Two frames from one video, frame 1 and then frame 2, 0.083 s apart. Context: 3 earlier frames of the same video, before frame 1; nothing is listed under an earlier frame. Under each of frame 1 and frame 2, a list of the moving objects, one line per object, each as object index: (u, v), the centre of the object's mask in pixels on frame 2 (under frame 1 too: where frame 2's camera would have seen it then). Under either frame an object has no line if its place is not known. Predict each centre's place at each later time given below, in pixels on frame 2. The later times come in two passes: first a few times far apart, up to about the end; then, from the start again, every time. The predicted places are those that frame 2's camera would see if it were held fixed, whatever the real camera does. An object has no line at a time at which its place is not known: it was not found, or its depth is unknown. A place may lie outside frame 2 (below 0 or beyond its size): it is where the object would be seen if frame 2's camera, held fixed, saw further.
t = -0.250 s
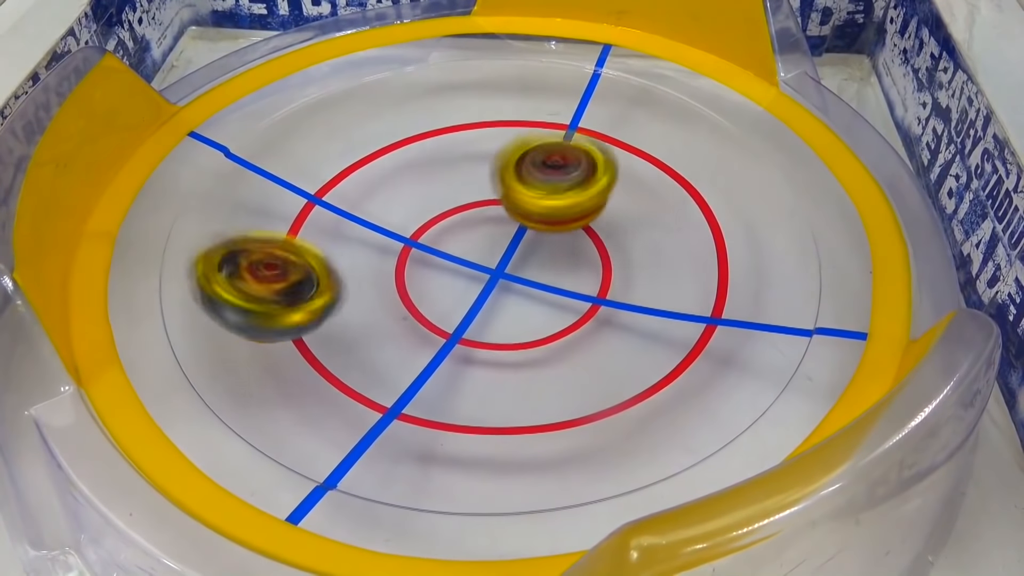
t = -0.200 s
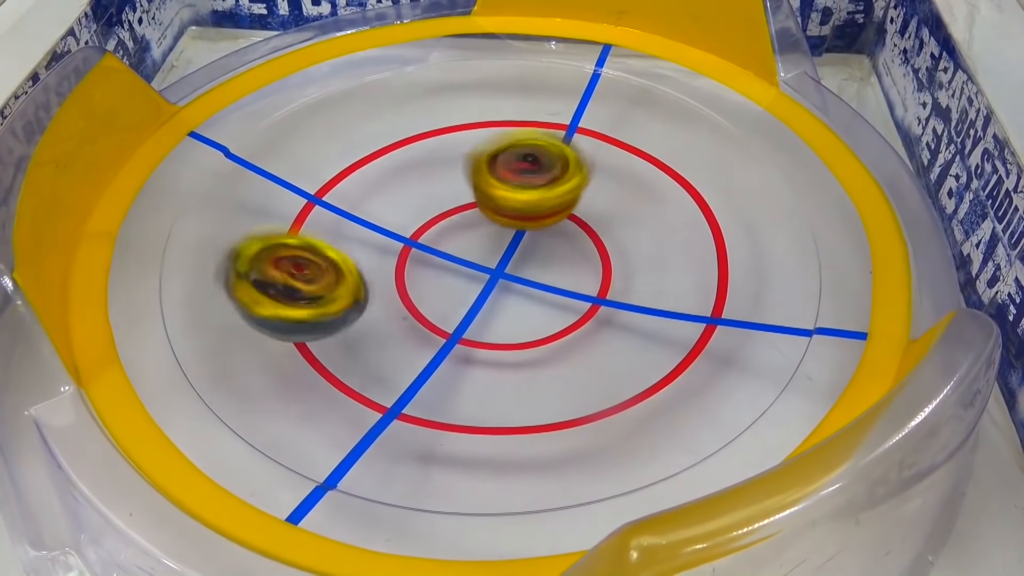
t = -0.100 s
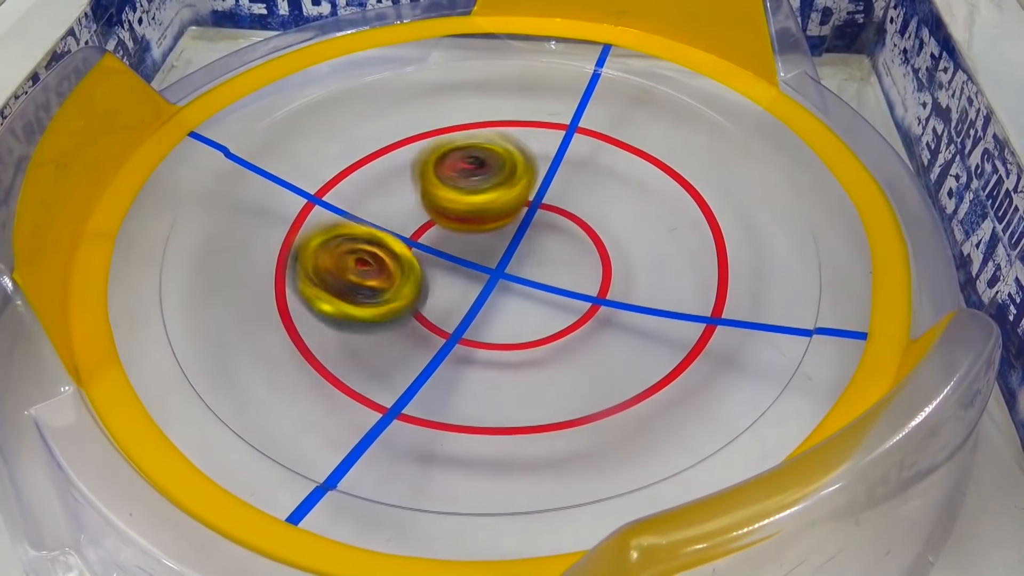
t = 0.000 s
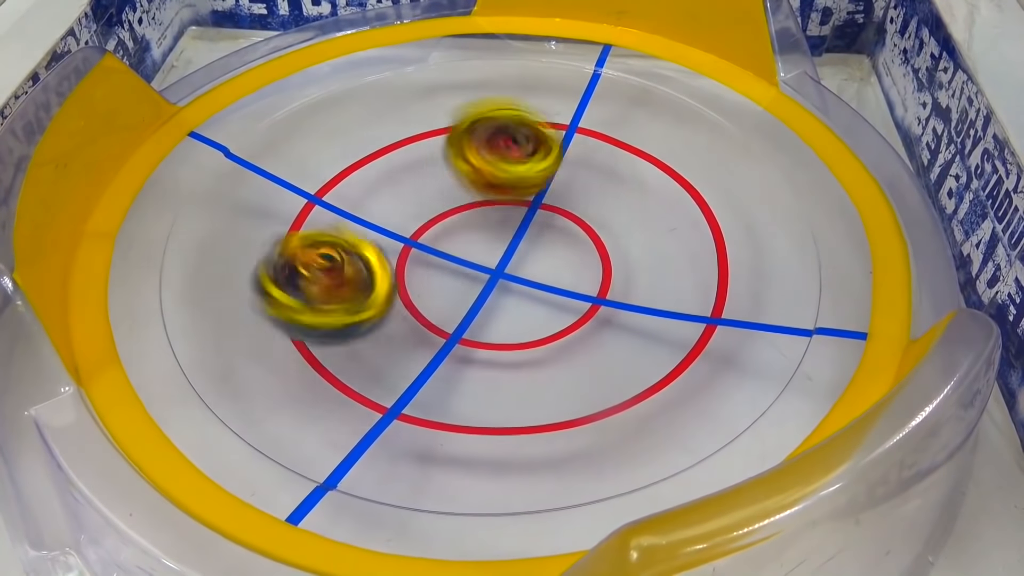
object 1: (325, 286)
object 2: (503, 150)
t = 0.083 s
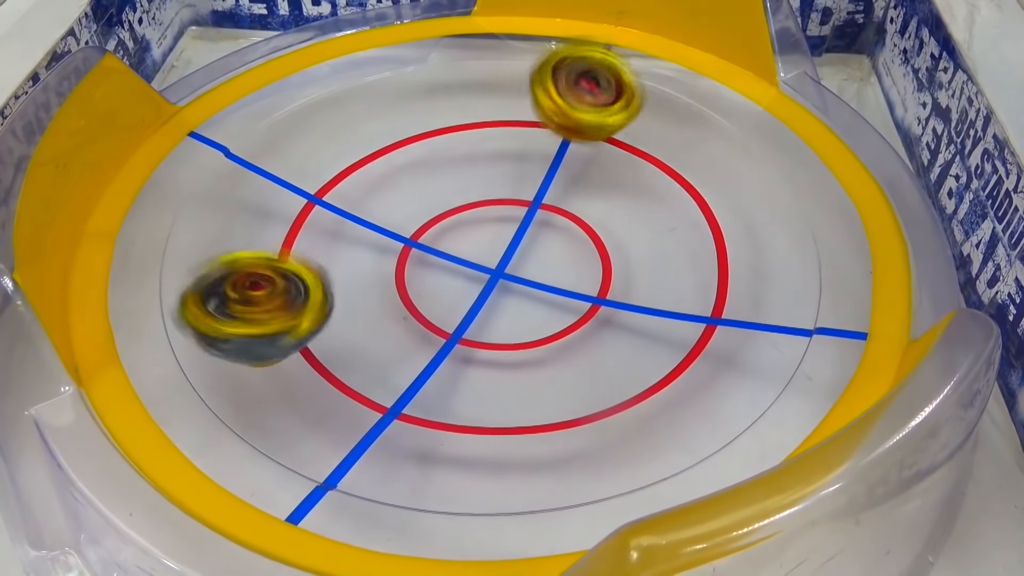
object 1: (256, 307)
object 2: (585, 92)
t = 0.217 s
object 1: (276, 309)
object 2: (630, 51)
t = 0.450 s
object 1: (406, 286)
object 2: (579, 136)
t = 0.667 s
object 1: (387, 238)
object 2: (674, 212)
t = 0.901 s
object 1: (420, 231)
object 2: (622, 278)
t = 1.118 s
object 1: (481, 175)
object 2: (469, 334)
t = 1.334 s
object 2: (360, 352)
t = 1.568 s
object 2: (420, 290)
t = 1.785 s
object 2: (403, 167)
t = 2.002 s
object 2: (349, 111)
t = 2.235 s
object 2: (409, 157)
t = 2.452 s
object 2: (514, 155)
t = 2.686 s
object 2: (482, 164)
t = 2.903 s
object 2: (462, 162)
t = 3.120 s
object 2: (500, 174)
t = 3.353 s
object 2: (510, 166)
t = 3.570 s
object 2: (469, 168)
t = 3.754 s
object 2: (463, 168)
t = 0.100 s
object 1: (253, 308)
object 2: (594, 86)
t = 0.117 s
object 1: (254, 308)
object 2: (604, 78)
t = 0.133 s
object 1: (254, 309)
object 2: (612, 71)
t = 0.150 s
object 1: (259, 308)
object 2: (619, 67)
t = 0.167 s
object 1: (263, 308)
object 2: (621, 63)
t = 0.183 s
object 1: (267, 310)
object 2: (624, 56)
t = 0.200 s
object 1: (271, 309)
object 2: (628, 55)
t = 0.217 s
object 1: (276, 309)
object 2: (630, 51)
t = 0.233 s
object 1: (281, 310)
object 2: (630, 52)
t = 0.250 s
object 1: (286, 309)
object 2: (624, 55)
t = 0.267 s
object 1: (294, 310)
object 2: (622, 61)
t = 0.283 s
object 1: (299, 309)
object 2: (619, 65)
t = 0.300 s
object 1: (305, 309)
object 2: (616, 69)
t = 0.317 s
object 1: (313, 308)
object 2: (611, 77)
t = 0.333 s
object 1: (321, 308)
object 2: (606, 81)
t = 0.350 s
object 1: (330, 306)
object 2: (604, 86)
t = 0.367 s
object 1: (342, 303)
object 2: (599, 95)
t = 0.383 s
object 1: (354, 301)
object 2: (595, 101)
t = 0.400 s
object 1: (366, 298)
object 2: (591, 110)
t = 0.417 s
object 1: (380, 293)
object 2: (586, 118)
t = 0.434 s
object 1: (394, 290)
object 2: (584, 126)
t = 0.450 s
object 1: (406, 286)
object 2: (579, 136)
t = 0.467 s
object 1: (419, 282)
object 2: (575, 145)
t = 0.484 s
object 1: (432, 276)
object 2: (570, 156)
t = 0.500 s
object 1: (446, 271)
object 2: (566, 165)
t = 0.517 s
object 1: (458, 265)
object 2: (563, 175)
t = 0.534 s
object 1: (470, 257)
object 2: (558, 186)
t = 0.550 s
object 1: (464, 253)
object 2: (564, 192)
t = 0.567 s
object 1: (445, 251)
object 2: (585, 199)
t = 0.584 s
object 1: (431, 250)
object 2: (604, 196)
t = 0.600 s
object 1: (417, 246)
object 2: (622, 197)
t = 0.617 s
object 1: (407, 244)
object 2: (641, 202)
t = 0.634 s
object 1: (398, 243)
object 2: (654, 207)
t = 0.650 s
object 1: (390, 240)
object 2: (666, 208)
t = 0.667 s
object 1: (387, 238)
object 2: (674, 212)
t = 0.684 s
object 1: (384, 236)
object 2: (680, 218)
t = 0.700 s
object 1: (384, 234)
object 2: (682, 222)
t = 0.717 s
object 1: (384, 233)
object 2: (684, 226)
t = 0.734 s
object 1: (385, 233)
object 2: (684, 232)
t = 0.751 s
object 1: (388, 233)
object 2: (682, 238)
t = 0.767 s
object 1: (391, 234)
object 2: (679, 243)
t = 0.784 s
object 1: (392, 234)
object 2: (676, 247)
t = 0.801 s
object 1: (394, 233)
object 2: (669, 255)
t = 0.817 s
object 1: (398, 233)
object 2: (664, 259)
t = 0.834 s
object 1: (402, 234)
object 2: (657, 263)
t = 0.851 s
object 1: (404, 233)
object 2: (649, 267)
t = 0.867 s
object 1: (409, 231)
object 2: (640, 273)
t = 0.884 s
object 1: (415, 230)
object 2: (631, 276)
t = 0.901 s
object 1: (420, 231)
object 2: (622, 278)
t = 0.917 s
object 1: (425, 229)
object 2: (613, 282)
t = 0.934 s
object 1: (431, 228)
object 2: (602, 285)
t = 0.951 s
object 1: (438, 226)
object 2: (592, 283)
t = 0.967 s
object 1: (444, 225)
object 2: (580, 284)
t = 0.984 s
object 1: (450, 224)
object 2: (567, 287)
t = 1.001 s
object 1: (456, 222)
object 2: (557, 288)
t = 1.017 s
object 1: (460, 211)
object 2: (547, 290)
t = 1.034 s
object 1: (464, 205)
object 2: (535, 300)
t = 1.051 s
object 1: (466, 195)
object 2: (524, 311)
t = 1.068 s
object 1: (470, 188)
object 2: (510, 313)
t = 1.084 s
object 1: (474, 183)
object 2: (498, 319)
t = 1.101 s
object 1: (477, 179)
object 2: (483, 330)
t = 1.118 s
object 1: (481, 175)
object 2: (469, 334)
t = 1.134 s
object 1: (484, 171)
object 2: (456, 332)
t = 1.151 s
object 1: (487, 168)
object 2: (441, 333)
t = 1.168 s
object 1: (490, 164)
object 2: (430, 341)
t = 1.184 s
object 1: (491, 161)
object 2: (415, 350)
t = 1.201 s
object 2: (403, 350)
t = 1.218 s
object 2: (394, 346)
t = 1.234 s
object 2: (384, 351)
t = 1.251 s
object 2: (376, 356)
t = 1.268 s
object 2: (370, 352)
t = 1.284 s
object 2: (365, 353)
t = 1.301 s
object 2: (363, 355)
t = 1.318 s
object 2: (361, 354)
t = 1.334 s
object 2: (360, 352)
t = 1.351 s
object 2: (360, 350)
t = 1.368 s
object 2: (361, 348)
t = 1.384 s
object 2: (365, 344)
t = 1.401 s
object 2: (368, 341)
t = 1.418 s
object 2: (372, 337)
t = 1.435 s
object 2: (375, 334)
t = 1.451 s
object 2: (379, 329)
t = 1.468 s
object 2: (386, 325)
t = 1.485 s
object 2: (392, 318)
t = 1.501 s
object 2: (397, 313)
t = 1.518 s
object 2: (402, 310)
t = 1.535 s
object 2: (408, 304)
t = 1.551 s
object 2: (415, 296)
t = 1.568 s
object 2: (420, 290)
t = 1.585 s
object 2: (426, 285)
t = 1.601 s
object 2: (431, 277)
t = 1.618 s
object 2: (437, 271)
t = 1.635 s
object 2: (442, 261)
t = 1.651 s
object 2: (441, 250)
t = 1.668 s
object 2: (439, 239)
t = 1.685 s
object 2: (437, 231)
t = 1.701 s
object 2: (435, 225)
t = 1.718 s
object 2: (432, 216)
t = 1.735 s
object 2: (425, 203)
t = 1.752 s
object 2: (417, 191)
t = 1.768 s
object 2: (410, 182)
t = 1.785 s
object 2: (403, 167)
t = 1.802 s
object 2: (396, 157)
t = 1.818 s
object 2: (389, 150)
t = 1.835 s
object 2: (382, 143)
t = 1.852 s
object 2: (376, 135)
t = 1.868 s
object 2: (372, 128)
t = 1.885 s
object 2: (366, 122)
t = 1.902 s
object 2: (362, 117)
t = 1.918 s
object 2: (358, 114)
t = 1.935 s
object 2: (356, 112)
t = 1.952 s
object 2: (354, 110)
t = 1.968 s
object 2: (351, 108)
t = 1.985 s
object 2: (349, 110)
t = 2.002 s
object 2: (349, 111)
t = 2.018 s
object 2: (350, 112)
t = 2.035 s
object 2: (352, 114)
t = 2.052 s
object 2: (354, 115)
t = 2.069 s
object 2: (357, 117)
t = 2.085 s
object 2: (360, 120)
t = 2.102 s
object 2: (364, 124)
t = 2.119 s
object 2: (368, 128)
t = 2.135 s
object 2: (373, 133)
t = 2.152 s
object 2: (378, 138)
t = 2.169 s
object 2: (383, 143)
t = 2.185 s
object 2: (388, 148)
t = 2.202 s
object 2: (394, 153)
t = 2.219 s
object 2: (401, 156)
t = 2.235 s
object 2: (409, 157)
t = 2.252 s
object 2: (418, 159)
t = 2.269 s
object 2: (429, 160)
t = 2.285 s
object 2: (440, 160)
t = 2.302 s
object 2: (452, 160)
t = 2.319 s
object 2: (460, 162)
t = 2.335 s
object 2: (469, 163)
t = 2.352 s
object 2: (477, 164)
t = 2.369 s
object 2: (485, 164)
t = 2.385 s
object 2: (493, 162)
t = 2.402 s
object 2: (500, 161)
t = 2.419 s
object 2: (505, 159)
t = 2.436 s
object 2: (510, 157)
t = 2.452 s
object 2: (514, 155)
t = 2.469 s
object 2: (516, 154)
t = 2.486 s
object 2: (516, 153)
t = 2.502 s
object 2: (516, 154)
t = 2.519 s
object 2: (515, 155)
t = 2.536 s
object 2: (515, 158)
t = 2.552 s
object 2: (514, 161)
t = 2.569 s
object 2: (511, 163)
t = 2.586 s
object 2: (508, 165)
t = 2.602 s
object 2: (504, 167)
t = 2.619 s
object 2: (500, 169)
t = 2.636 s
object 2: (496, 170)
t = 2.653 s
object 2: (491, 168)
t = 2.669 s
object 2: (487, 167)
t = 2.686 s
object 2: (482, 164)
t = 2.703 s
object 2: (478, 162)
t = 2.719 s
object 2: (474, 161)
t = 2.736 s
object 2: (470, 160)
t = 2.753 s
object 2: (466, 160)
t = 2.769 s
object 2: (464, 159)
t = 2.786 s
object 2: (463, 158)
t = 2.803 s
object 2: (462, 158)
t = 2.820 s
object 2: (461, 158)
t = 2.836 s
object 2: (461, 159)
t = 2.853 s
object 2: (461, 159)
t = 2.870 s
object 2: (461, 159)
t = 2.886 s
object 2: (461, 161)
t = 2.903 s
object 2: (462, 162)
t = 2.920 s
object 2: (463, 164)
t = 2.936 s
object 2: (464, 164)
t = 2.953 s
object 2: (465, 167)
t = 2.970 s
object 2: (467, 168)
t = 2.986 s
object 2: (470, 169)
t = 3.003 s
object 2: (473, 169)
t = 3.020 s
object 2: (475, 170)
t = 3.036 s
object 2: (479, 171)
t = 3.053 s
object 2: (483, 173)
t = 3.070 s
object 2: (487, 174)
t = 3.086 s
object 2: (492, 175)
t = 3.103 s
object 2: (496, 175)
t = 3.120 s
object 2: (500, 174)
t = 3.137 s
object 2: (503, 173)
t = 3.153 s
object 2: (506, 173)
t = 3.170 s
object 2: (508, 172)
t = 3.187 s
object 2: (510, 170)
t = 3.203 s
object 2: (512, 170)
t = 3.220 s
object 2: (513, 169)
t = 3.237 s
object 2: (515, 169)
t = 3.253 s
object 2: (515, 168)
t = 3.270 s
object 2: (515, 168)
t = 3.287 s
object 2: (515, 168)
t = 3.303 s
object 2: (514, 169)
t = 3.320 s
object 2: (513, 168)
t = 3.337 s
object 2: (512, 167)
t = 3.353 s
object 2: (510, 166)
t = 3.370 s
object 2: (508, 168)
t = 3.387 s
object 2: (506, 166)
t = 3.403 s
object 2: (503, 166)
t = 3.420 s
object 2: (499, 166)
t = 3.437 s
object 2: (495, 166)
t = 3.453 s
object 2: (491, 166)
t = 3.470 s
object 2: (487, 167)
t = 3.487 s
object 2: (482, 166)
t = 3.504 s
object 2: (478, 166)
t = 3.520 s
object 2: (476, 168)
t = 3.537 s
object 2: (473, 168)
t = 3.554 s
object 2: (471, 168)
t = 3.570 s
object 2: (469, 168)
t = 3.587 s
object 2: (469, 167)
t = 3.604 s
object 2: (468, 167)
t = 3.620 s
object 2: (467, 168)
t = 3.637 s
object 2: (465, 169)
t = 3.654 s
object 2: (463, 169)
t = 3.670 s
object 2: (462, 168)
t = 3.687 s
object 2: (462, 168)
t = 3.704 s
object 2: (462, 167)
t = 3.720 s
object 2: (462, 167)
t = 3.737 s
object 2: (462, 168)
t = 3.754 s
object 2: (463, 168)
